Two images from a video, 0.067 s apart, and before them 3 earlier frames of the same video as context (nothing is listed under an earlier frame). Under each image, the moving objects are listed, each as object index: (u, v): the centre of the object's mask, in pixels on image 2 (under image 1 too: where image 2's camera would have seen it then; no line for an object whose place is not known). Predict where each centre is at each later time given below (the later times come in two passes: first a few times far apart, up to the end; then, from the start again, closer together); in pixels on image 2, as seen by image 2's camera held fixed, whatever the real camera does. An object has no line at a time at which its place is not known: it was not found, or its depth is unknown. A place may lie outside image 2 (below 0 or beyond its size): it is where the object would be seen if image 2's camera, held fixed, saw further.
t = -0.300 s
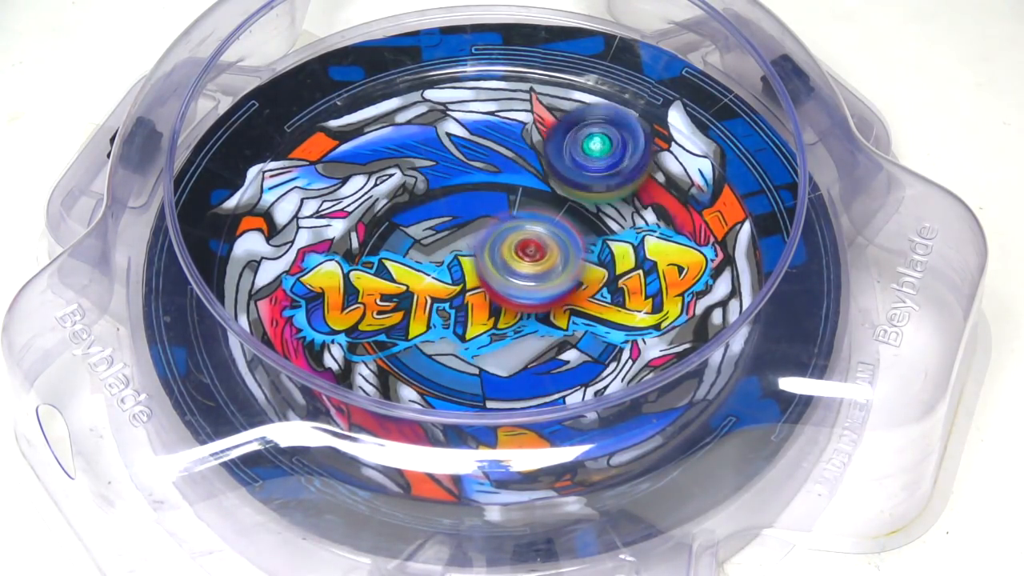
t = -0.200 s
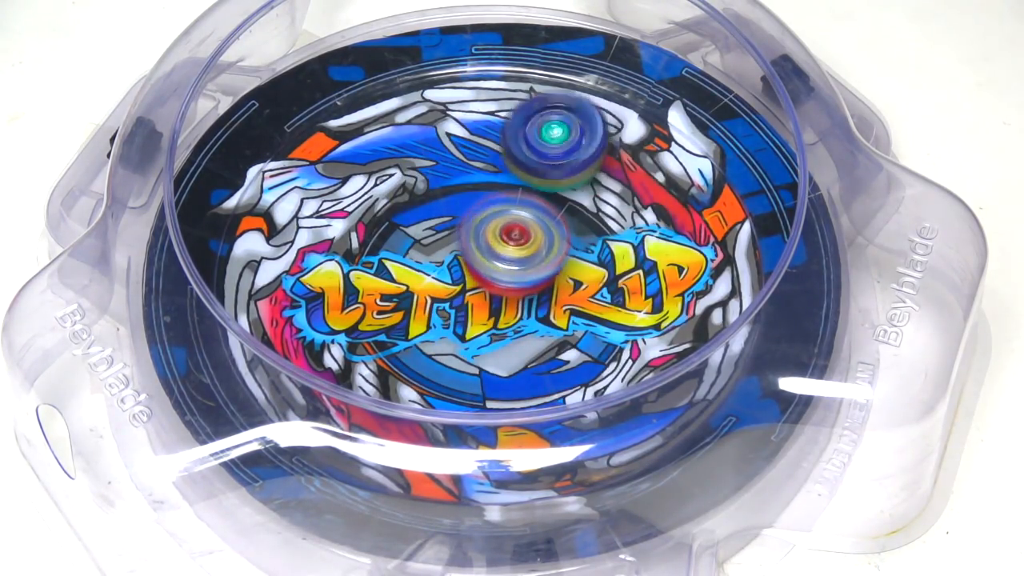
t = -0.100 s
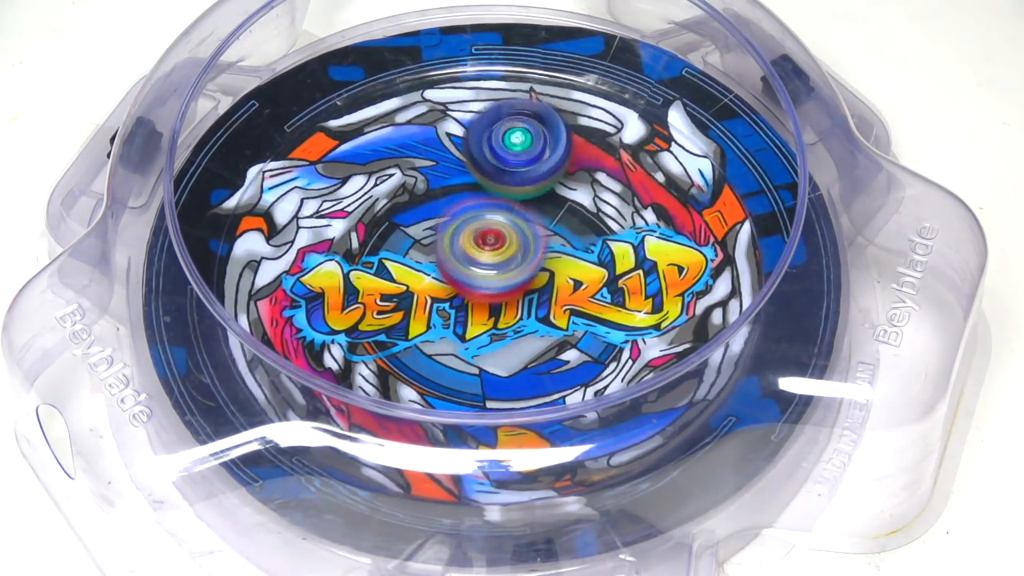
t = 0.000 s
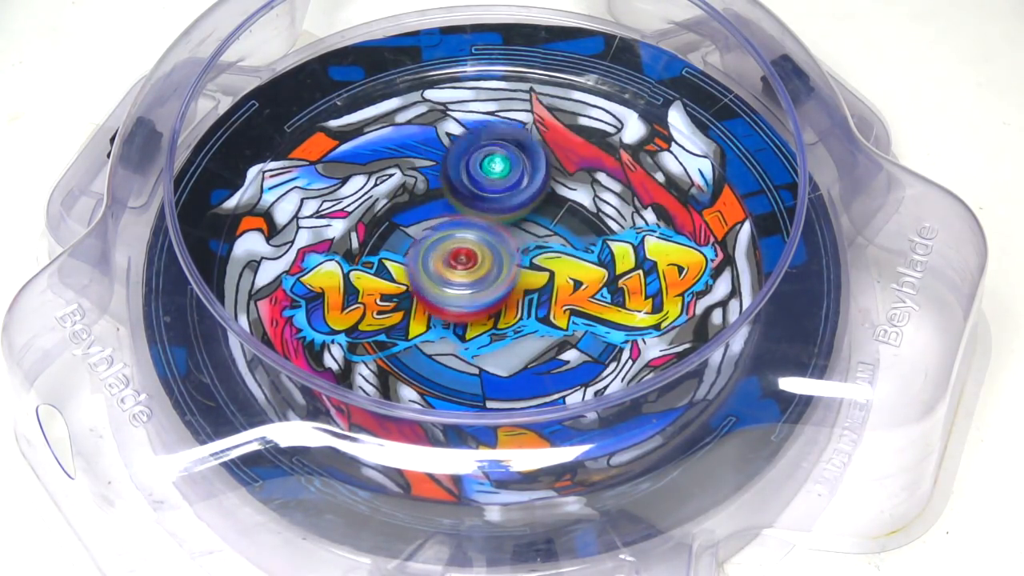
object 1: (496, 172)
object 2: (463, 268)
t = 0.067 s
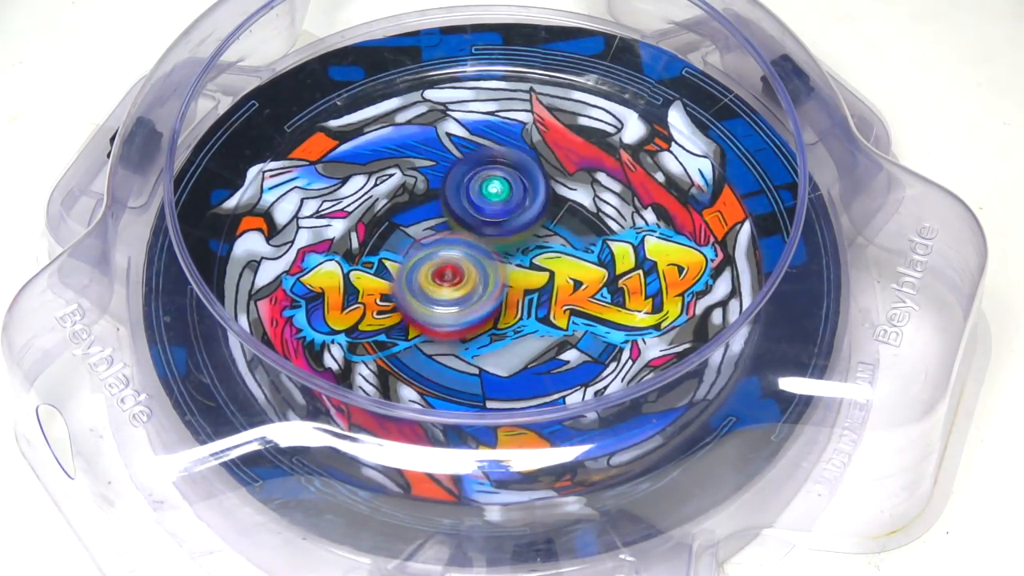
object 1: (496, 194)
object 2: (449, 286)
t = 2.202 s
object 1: (524, 184)
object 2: (459, 293)
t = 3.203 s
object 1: (622, 236)
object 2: (250, 247)
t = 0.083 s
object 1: (498, 199)
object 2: (447, 289)
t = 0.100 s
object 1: (501, 205)
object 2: (444, 295)
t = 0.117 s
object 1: (504, 210)
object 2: (443, 301)
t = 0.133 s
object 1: (507, 213)
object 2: (443, 305)
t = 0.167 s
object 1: (518, 227)
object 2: (441, 315)
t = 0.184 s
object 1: (519, 229)
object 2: (441, 318)
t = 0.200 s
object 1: (527, 234)
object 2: (442, 321)
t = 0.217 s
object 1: (532, 242)
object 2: (442, 327)
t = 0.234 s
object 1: (537, 242)
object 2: (442, 329)
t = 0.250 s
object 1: (544, 248)
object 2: (444, 332)
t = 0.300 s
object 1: (561, 252)
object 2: (450, 339)
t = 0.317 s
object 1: (570, 258)
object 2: (454, 345)
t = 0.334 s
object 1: (572, 255)
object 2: (456, 346)
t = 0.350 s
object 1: (580, 260)
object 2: (462, 347)
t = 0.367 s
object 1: (587, 256)
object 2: (467, 351)
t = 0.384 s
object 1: (591, 260)
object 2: (470, 352)
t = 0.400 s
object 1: (598, 254)
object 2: (476, 354)
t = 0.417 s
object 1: (603, 254)
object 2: (484, 355)
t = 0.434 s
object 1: (606, 252)
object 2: (488, 355)
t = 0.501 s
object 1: (615, 244)
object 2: (513, 353)
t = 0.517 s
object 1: (617, 240)
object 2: (520, 350)
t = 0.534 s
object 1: (616, 243)
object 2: (524, 349)
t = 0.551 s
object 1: (615, 235)
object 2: (531, 344)
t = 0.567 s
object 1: (609, 233)
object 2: (537, 342)
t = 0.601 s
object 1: (601, 230)
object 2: (545, 333)
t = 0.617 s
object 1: (594, 229)
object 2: (551, 329)
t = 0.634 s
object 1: (592, 227)
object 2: (554, 327)
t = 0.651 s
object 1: (587, 224)
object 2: (553, 326)
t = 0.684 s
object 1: (579, 217)
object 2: (555, 322)
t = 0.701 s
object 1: (574, 214)
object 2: (558, 320)
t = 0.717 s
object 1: (566, 210)
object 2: (559, 316)
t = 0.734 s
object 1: (563, 209)
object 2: (559, 314)
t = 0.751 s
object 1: (558, 206)
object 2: (558, 312)
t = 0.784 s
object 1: (547, 199)
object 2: (556, 310)
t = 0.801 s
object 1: (539, 197)
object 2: (553, 308)
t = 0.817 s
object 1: (532, 198)
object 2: (549, 311)
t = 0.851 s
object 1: (521, 197)
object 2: (545, 310)
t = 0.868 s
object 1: (513, 193)
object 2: (543, 309)
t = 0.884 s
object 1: (509, 196)
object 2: (541, 308)
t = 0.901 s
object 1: (502, 196)
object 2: (538, 307)
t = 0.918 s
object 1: (495, 200)
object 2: (534, 308)
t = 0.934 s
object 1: (492, 200)
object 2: (532, 310)
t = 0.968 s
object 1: (482, 210)
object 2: (526, 311)
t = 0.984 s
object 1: (479, 211)
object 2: (525, 311)
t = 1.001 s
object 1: (475, 215)
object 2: (525, 315)
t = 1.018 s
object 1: (470, 216)
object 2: (525, 319)
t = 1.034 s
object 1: (469, 218)
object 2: (525, 320)
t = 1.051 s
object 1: (465, 222)
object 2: (528, 323)
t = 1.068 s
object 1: (465, 226)
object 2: (530, 328)
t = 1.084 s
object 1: (464, 228)
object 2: (531, 328)
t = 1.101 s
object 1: (464, 233)
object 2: (533, 330)
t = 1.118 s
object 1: (465, 236)
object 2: (536, 330)
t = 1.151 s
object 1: (466, 238)
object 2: (543, 334)
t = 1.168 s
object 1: (466, 239)
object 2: (550, 336)
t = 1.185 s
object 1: (467, 239)
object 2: (552, 337)
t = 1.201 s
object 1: (469, 239)
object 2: (558, 336)
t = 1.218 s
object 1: (471, 241)
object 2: (563, 335)
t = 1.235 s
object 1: (473, 241)
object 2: (565, 333)
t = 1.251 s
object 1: (476, 242)
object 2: (567, 328)
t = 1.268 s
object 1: (478, 242)
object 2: (567, 322)
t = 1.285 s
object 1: (480, 244)
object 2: (569, 322)
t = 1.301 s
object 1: (480, 238)
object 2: (576, 323)
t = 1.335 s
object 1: (480, 230)
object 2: (587, 324)
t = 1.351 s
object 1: (480, 227)
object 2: (594, 323)
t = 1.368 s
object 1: (480, 225)
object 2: (598, 320)
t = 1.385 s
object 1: (482, 219)
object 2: (602, 318)
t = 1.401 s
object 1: (481, 218)
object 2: (605, 313)
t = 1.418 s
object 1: (482, 215)
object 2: (605, 309)
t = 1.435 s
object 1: (483, 212)
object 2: (606, 306)
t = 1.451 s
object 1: (483, 209)
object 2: (604, 299)
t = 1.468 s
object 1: (484, 206)
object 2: (599, 296)
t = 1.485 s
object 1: (485, 204)
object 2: (598, 291)
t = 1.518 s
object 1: (488, 197)
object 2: (584, 282)
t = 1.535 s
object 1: (490, 198)
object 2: (580, 279)
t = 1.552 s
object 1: (491, 196)
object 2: (569, 278)
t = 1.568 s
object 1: (492, 193)
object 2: (562, 278)
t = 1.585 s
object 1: (494, 188)
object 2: (562, 282)
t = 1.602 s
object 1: (491, 178)
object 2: (560, 296)
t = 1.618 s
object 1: (489, 171)
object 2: (560, 304)
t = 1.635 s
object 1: (489, 167)
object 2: (558, 311)
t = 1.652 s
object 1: (488, 161)
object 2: (559, 323)
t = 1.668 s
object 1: (486, 157)
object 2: (560, 334)
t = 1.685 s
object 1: (486, 153)
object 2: (560, 337)
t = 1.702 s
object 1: (486, 147)
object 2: (564, 346)
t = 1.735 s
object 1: (485, 139)
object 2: (568, 351)
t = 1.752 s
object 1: (484, 133)
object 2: (574, 357)
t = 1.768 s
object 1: (486, 129)
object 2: (579, 358)
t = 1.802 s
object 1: (485, 122)
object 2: (586, 360)
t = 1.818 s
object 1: (485, 118)
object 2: (594, 363)
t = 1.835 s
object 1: (486, 117)
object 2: (597, 363)
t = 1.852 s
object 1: (485, 114)
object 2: (600, 359)
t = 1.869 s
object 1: (486, 113)
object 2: (604, 352)
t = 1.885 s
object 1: (485, 112)
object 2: (605, 350)
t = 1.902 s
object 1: (485, 112)
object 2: (605, 346)
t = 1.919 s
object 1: (486, 112)
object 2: (605, 339)
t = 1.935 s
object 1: (486, 113)
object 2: (603, 335)
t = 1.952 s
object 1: (487, 115)
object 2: (598, 328)
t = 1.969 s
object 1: (489, 118)
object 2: (591, 320)
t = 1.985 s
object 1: (490, 119)
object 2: (587, 317)
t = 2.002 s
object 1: (492, 123)
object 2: (579, 311)
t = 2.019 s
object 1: (494, 129)
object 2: (567, 301)
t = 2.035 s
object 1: (496, 131)
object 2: (563, 299)
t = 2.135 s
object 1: (513, 164)
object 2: (496, 285)
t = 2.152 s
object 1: (517, 170)
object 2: (486, 284)
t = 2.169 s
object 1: (519, 175)
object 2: (475, 288)
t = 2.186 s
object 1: (522, 178)
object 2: (468, 291)
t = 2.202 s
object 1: (524, 184)
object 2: (459, 293)
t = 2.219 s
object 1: (528, 190)
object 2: (448, 299)
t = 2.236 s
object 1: (529, 193)
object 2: (444, 303)
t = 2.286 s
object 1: (535, 209)
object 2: (431, 316)
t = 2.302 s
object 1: (536, 216)
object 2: (427, 319)
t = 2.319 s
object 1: (539, 221)
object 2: (424, 327)
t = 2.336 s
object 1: (539, 225)
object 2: (424, 329)
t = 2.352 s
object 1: (540, 231)
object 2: (424, 331)
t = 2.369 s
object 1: (542, 238)
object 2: (426, 334)
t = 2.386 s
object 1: (541, 241)
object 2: (427, 336)
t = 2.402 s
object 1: (543, 247)
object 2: (433, 338)
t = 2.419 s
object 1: (543, 253)
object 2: (436, 340)
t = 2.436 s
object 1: (543, 256)
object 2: (438, 339)
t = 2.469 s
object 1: (543, 268)
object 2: (449, 337)
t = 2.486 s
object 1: (544, 271)
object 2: (453, 338)
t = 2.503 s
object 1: (547, 275)
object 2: (453, 338)
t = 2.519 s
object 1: (559, 273)
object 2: (444, 345)
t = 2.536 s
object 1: (566, 272)
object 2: (441, 347)
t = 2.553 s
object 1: (574, 271)
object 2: (433, 351)
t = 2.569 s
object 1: (581, 270)
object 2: (429, 356)
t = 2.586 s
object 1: (585, 271)
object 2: (425, 357)
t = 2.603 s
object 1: (587, 272)
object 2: (422, 359)
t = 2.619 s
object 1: (591, 274)
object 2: (418, 363)
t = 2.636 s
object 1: (593, 276)
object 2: (416, 364)
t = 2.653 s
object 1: (594, 277)
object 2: (415, 365)
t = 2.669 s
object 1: (595, 279)
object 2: (415, 365)
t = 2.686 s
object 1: (597, 280)
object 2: (414, 366)
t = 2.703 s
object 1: (597, 280)
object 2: (413, 366)
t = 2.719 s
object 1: (597, 281)
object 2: (413, 366)
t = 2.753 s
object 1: (597, 282)
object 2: (415, 365)
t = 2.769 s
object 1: (595, 283)
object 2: (416, 364)
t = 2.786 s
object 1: (593, 283)
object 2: (419, 363)
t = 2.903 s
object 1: (570, 287)
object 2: (439, 342)
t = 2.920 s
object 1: (564, 288)
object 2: (446, 336)
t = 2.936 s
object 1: (561, 289)
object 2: (448, 328)
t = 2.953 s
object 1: (567, 286)
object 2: (442, 327)
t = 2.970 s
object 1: (578, 284)
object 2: (425, 322)
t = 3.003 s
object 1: (594, 278)
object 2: (402, 309)
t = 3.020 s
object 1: (603, 275)
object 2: (385, 303)
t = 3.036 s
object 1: (609, 271)
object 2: (370, 297)
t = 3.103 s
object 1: (620, 259)
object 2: (326, 278)
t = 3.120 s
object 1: (623, 255)
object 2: (311, 269)
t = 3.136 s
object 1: (624, 250)
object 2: (297, 263)
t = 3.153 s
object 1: (624, 247)
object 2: (287, 260)
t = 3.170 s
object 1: (623, 242)
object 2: (272, 256)
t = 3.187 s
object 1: (622, 238)
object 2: (256, 249)
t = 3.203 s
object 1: (622, 236)
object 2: (250, 247)
